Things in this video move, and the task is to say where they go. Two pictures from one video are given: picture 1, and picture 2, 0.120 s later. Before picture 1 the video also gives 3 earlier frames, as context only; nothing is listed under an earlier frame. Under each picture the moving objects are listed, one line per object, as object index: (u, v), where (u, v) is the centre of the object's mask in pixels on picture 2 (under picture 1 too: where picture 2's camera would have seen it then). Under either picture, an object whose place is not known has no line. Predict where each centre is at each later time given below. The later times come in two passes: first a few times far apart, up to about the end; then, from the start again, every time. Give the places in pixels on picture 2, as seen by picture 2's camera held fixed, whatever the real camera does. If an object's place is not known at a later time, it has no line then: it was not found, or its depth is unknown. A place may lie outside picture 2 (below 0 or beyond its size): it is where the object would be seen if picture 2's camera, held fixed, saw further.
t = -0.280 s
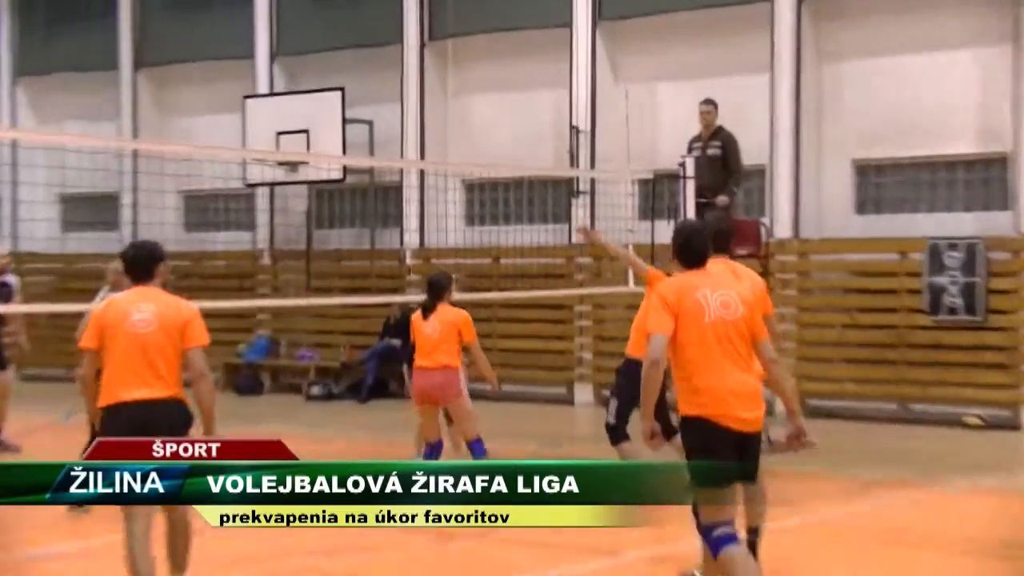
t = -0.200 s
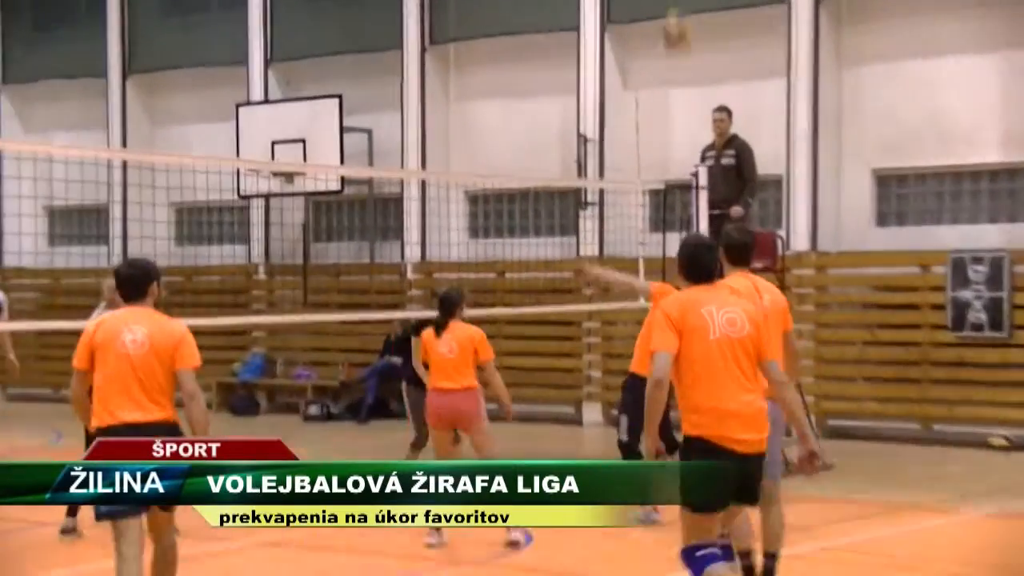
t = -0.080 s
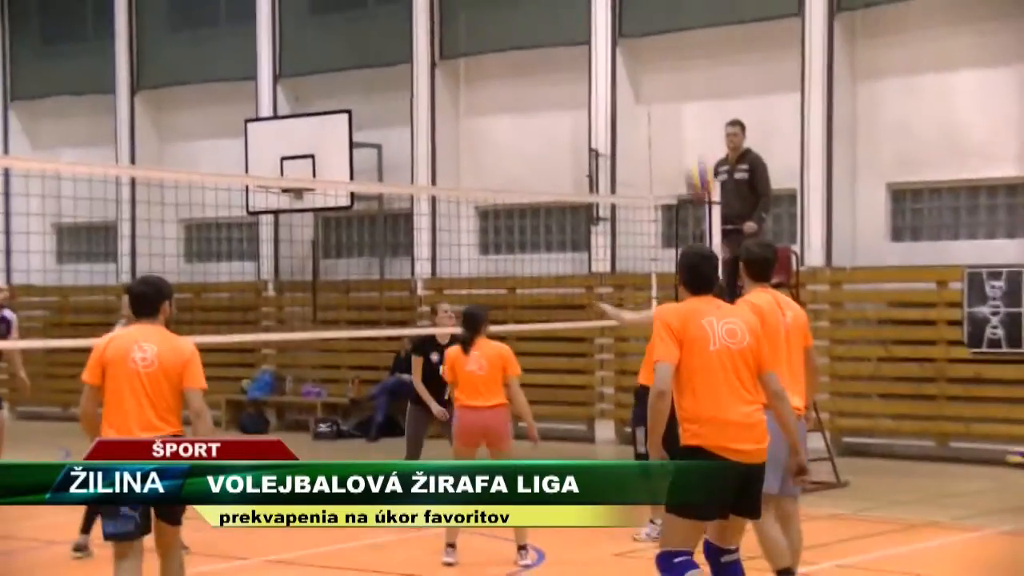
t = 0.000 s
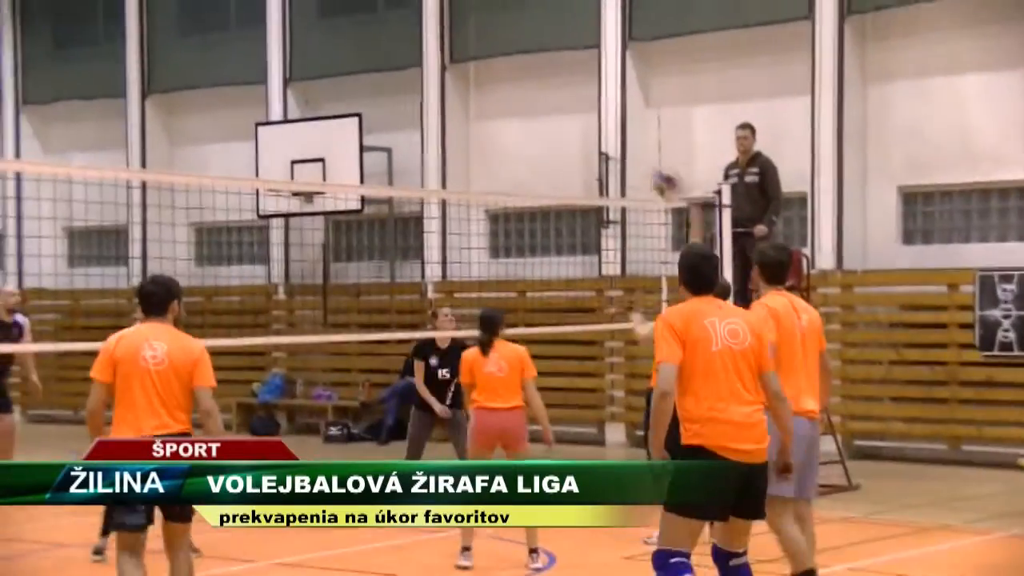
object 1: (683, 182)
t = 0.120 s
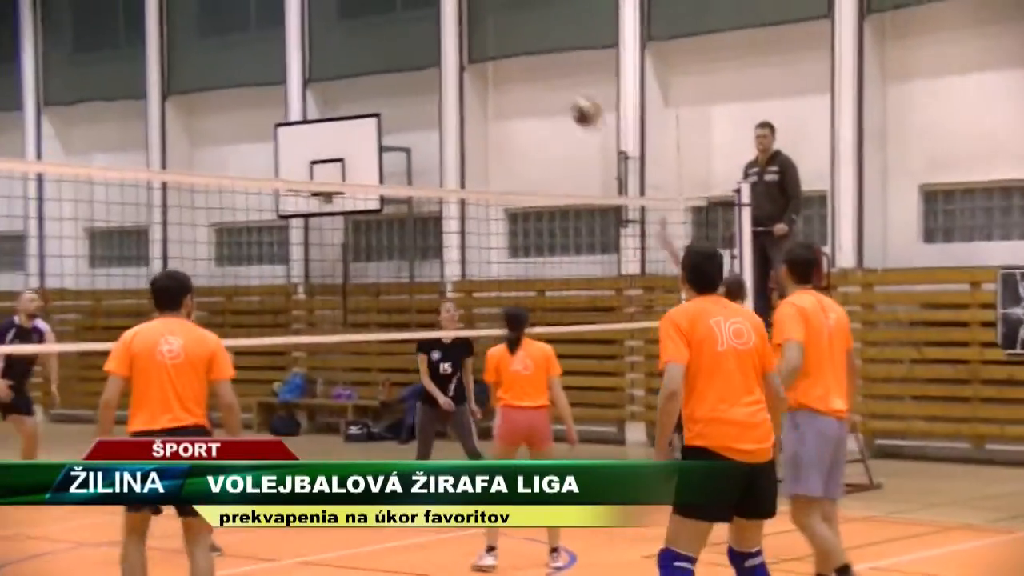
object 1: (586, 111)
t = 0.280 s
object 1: (461, 57)
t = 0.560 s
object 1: (264, 48)
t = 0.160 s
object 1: (554, 96)
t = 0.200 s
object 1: (521, 79)
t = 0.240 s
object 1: (491, 68)
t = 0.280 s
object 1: (461, 57)
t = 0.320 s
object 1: (431, 49)
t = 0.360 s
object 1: (402, 44)
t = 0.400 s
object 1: (373, 41)
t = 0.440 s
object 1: (346, 39)
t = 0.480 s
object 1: (319, 39)
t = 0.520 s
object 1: (291, 43)
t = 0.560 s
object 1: (264, 48)
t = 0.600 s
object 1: (239, 56)
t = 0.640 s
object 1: (215, 63)
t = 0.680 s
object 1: (190, 75)
